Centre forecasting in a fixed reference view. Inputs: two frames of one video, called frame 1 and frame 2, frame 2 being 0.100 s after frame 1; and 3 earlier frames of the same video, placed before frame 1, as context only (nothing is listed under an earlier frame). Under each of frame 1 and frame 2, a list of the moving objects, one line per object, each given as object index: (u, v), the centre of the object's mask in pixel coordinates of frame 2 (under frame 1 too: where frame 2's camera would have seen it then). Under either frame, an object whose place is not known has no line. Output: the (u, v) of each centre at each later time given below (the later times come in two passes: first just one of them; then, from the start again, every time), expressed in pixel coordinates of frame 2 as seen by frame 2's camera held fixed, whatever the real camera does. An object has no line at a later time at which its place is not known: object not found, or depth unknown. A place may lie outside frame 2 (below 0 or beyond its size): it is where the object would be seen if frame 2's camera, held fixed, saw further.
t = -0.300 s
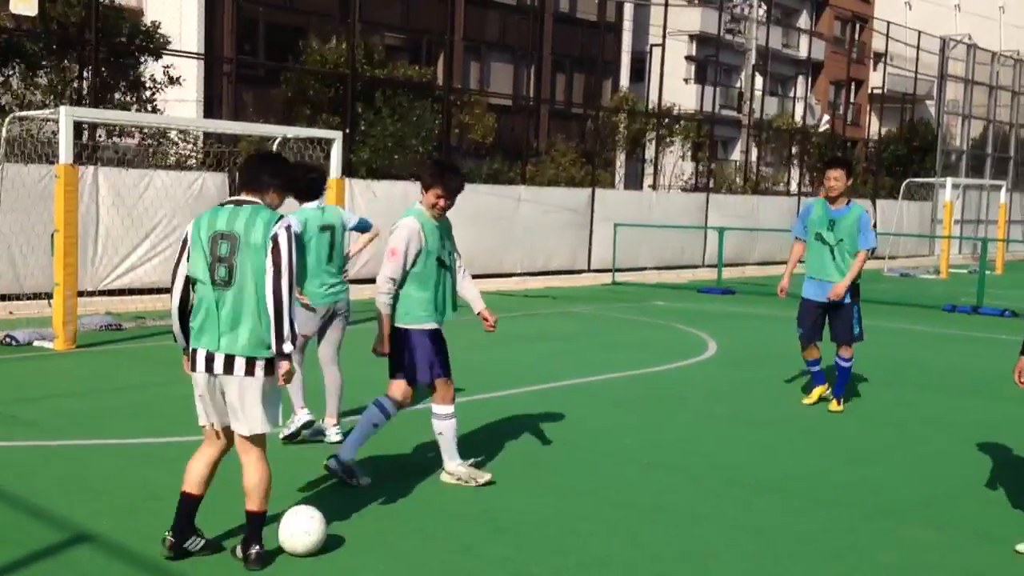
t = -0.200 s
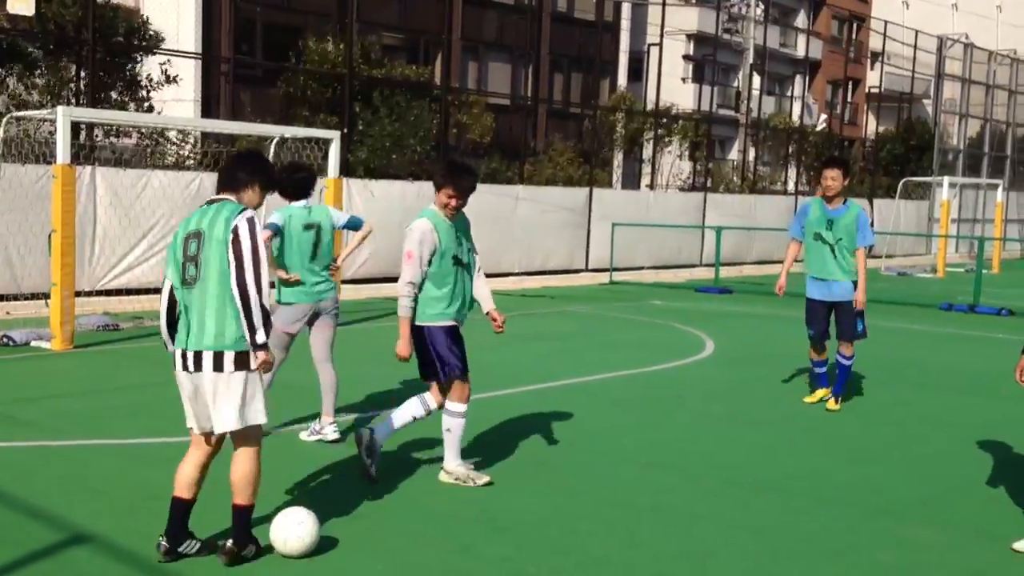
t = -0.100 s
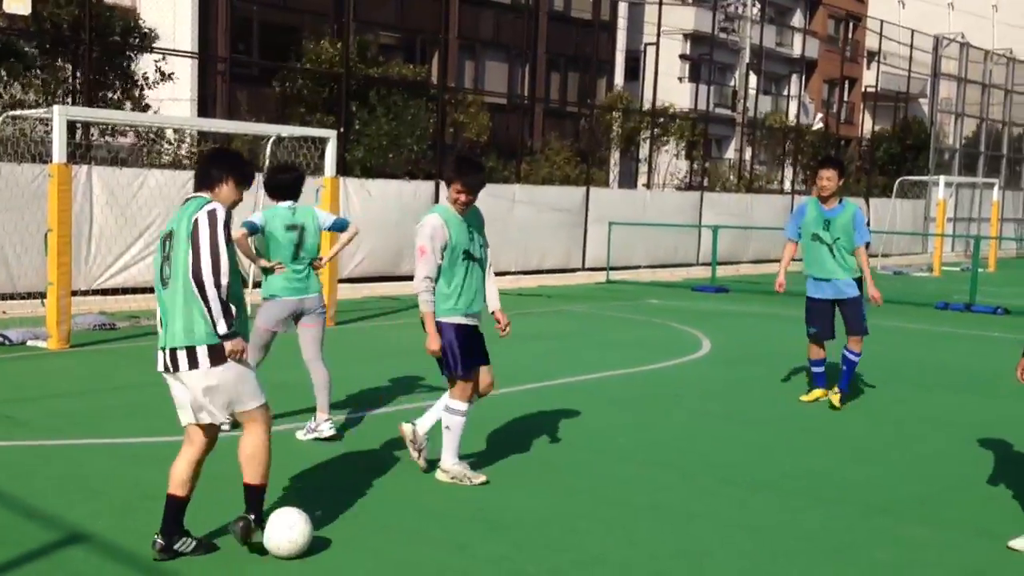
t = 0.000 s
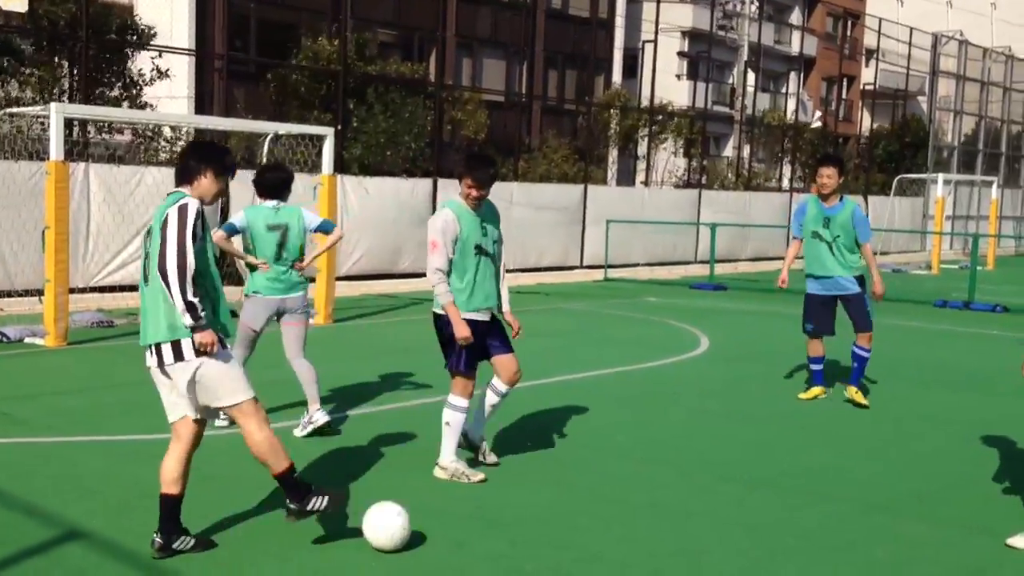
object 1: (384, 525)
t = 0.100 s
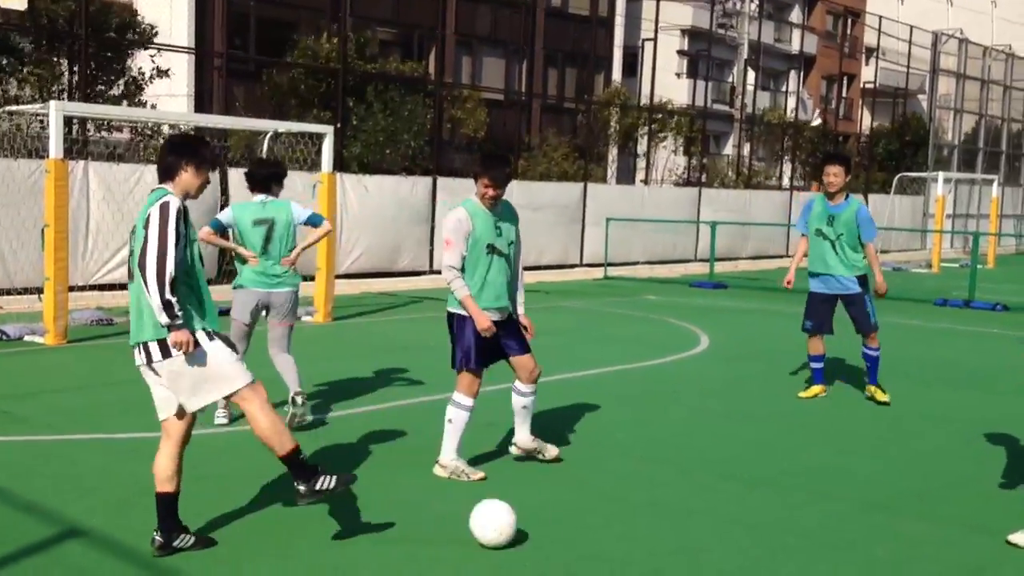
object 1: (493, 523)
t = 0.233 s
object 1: (618, 521)
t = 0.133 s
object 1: (528, 523)
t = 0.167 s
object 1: (560, 521)
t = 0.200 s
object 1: (590, 521)
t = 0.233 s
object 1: (618, 521)
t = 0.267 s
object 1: (640, 522)
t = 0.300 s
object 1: (662, 523)
